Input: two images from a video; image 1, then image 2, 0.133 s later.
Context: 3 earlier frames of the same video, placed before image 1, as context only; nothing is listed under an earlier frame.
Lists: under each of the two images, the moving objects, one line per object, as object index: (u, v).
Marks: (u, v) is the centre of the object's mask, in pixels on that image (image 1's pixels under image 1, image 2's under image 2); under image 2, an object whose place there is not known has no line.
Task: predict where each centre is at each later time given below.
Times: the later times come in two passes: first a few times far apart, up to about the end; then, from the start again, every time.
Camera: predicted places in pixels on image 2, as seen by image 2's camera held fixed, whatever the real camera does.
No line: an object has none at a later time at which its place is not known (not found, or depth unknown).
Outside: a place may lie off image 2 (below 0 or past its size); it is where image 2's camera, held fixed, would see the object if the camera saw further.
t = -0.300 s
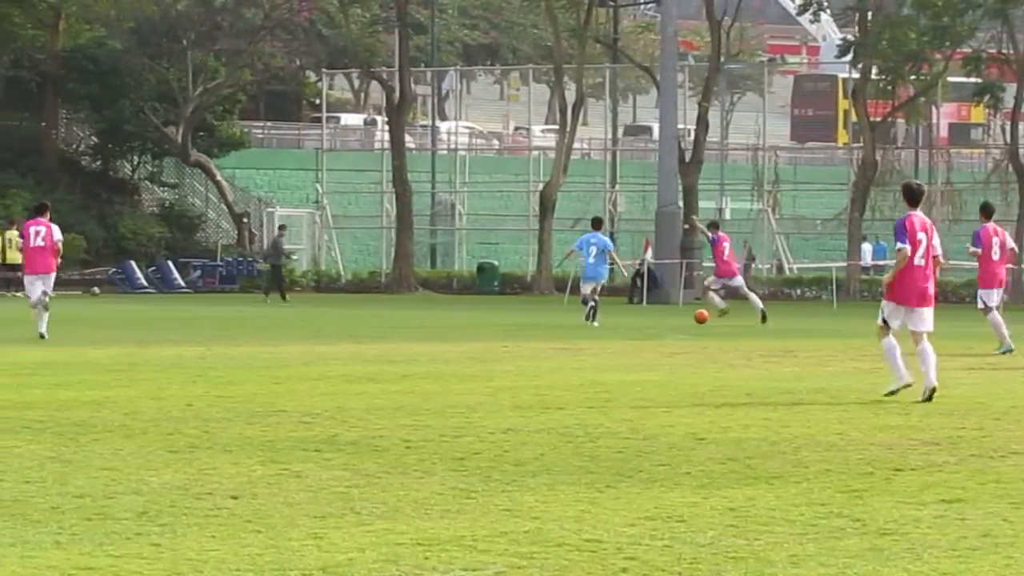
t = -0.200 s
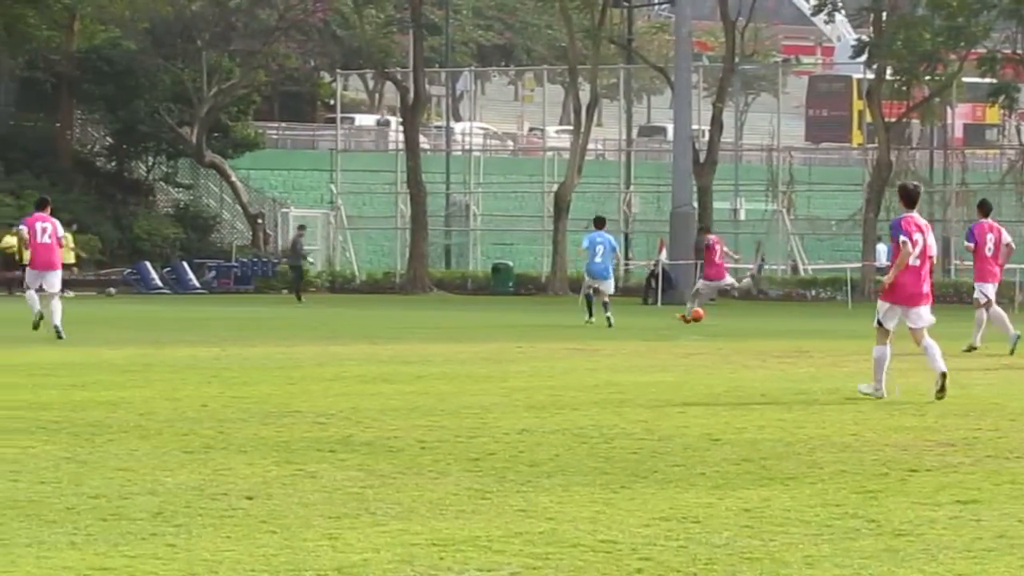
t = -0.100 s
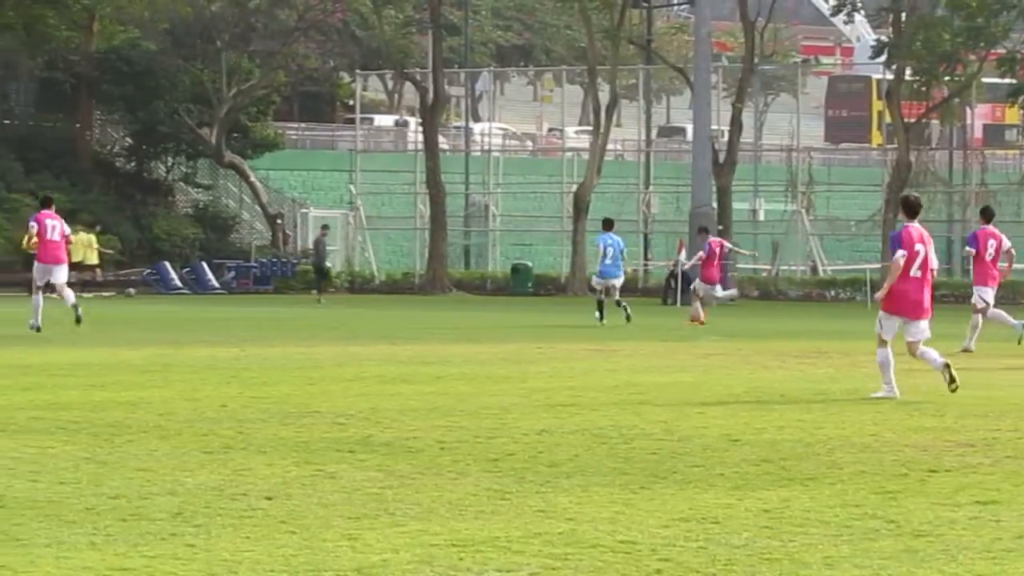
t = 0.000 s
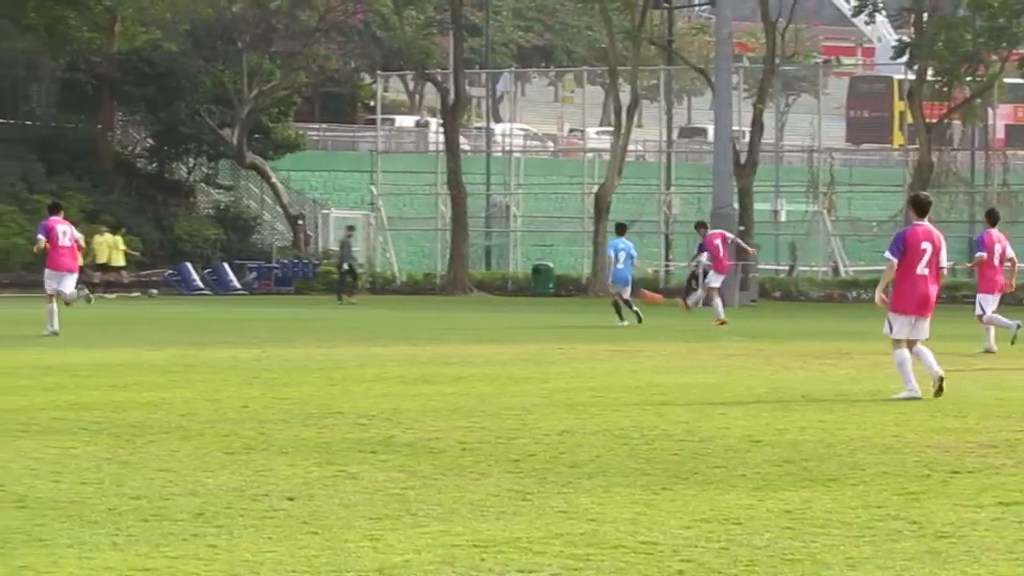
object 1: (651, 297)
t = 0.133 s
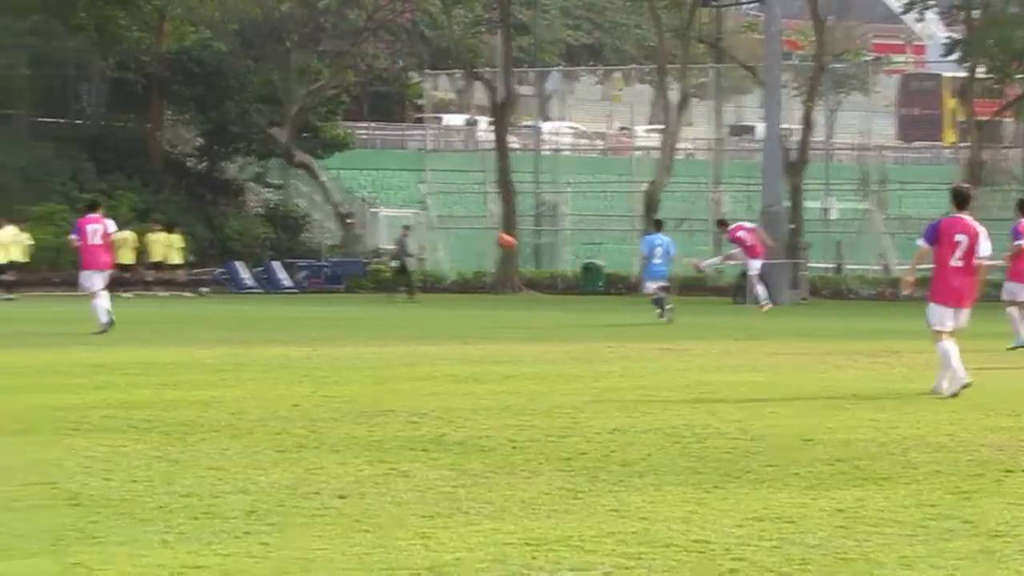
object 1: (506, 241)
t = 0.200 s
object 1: (418, 216)
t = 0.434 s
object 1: (99, 145)
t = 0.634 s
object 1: (-172, 107)
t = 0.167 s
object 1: (457, 229)
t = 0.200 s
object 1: (418, 216)
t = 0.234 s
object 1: (371, 205)
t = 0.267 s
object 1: (325, 194)
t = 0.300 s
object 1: (279, 183)
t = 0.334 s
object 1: (234, 173)
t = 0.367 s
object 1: (191, 164)
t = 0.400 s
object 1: (145, 155)
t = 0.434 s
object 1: (99, 145)
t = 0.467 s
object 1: (55, 137)
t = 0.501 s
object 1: (10, 129)
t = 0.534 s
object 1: (-36, 123)
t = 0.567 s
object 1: (-81, 117)
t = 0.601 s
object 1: (-127, 111)
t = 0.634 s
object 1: (-172, 107)
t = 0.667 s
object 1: (-219, 103)
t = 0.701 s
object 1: (-266, 98)
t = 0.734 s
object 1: (-313, 94)
